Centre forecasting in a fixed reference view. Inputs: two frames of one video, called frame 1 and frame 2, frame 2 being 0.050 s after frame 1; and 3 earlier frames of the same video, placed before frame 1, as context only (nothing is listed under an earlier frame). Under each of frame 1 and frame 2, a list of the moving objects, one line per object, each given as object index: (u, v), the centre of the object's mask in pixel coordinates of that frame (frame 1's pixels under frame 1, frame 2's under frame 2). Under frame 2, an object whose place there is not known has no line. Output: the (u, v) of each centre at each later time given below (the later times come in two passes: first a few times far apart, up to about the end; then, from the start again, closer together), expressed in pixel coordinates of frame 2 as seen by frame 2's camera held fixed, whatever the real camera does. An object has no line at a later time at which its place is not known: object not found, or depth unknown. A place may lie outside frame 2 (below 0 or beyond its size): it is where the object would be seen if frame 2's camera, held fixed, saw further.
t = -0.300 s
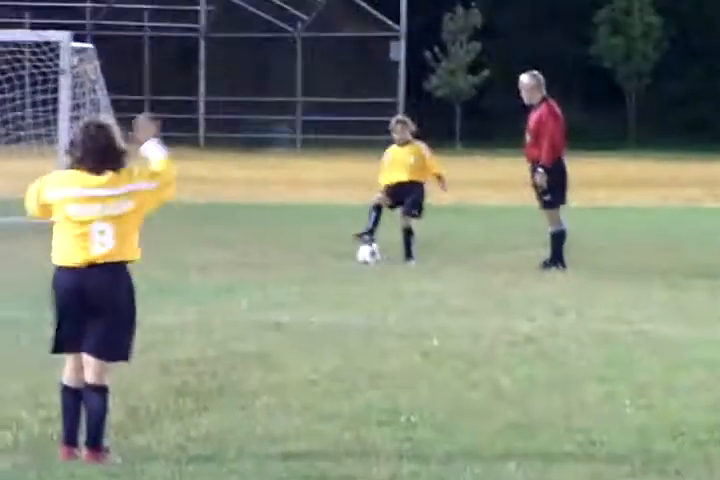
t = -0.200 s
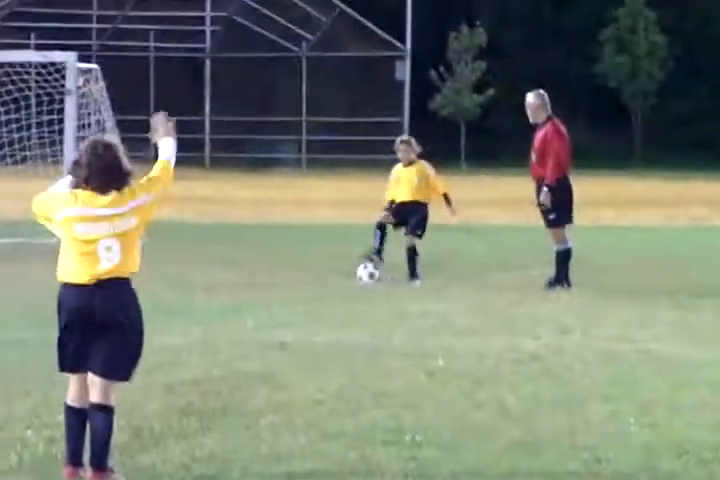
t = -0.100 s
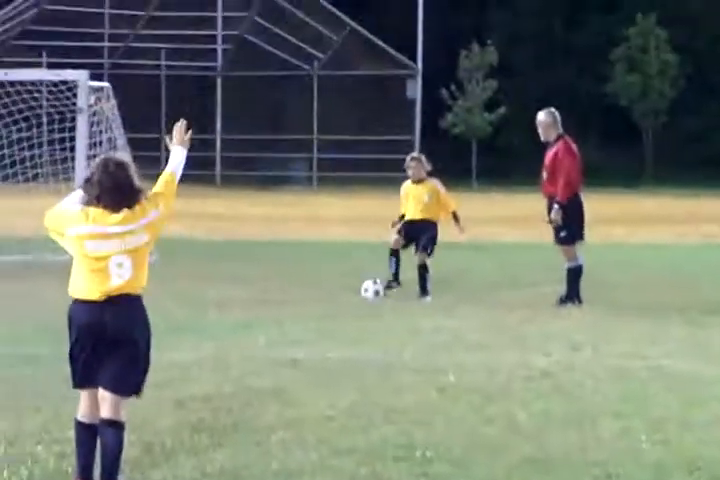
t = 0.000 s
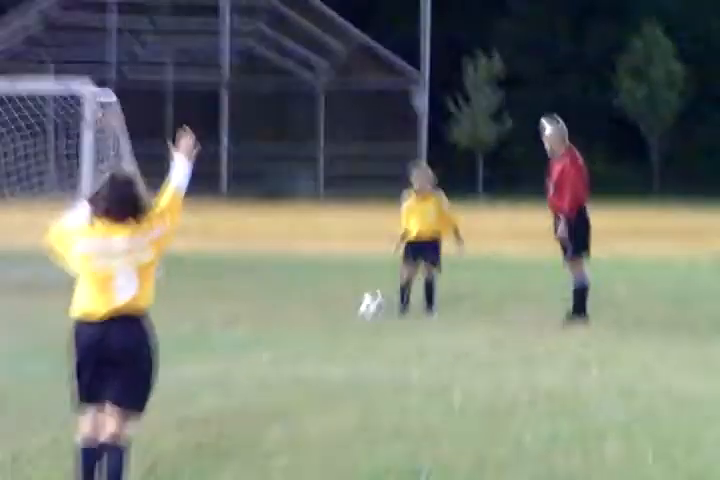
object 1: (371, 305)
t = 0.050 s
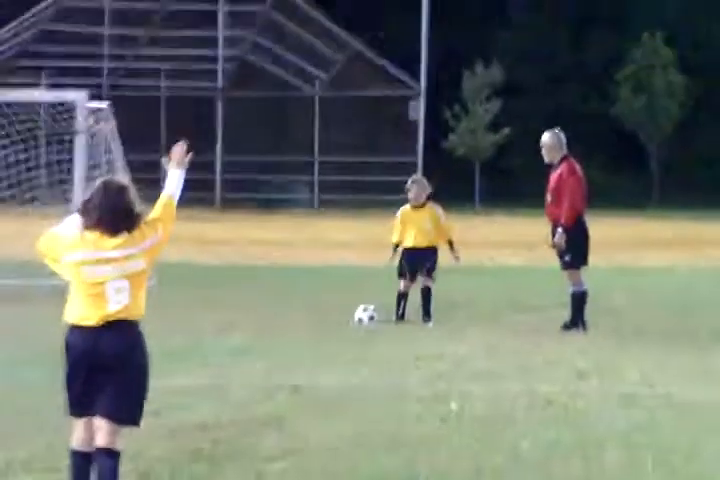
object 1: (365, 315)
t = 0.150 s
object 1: (361, 314)
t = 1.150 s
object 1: (356, 317)
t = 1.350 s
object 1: (358, 315)
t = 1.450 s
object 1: (361, 316)
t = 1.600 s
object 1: (362, 317)
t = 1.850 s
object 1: (367, 315)
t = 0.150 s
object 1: (361, 314)
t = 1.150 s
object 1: (356, 317)
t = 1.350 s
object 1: (358, 315)
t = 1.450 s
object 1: (361, 316)
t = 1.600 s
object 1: (362, 317)
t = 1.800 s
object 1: (366, 316)
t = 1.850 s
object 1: (367, 315)
